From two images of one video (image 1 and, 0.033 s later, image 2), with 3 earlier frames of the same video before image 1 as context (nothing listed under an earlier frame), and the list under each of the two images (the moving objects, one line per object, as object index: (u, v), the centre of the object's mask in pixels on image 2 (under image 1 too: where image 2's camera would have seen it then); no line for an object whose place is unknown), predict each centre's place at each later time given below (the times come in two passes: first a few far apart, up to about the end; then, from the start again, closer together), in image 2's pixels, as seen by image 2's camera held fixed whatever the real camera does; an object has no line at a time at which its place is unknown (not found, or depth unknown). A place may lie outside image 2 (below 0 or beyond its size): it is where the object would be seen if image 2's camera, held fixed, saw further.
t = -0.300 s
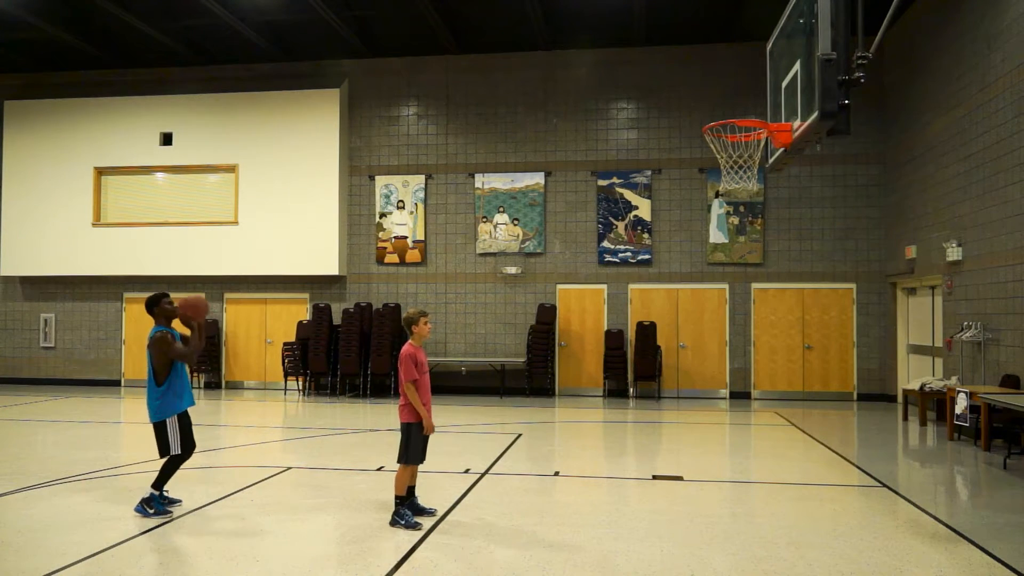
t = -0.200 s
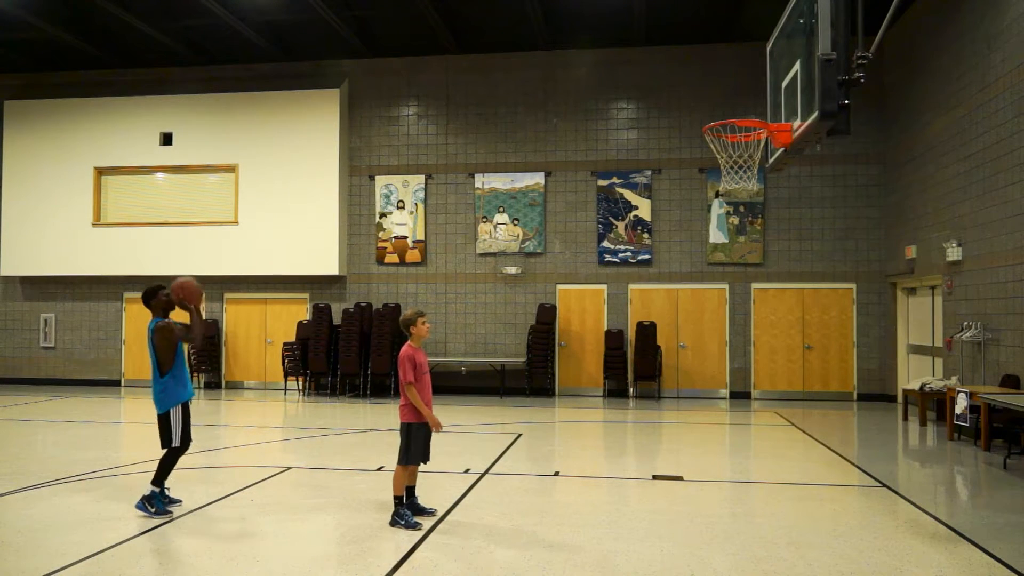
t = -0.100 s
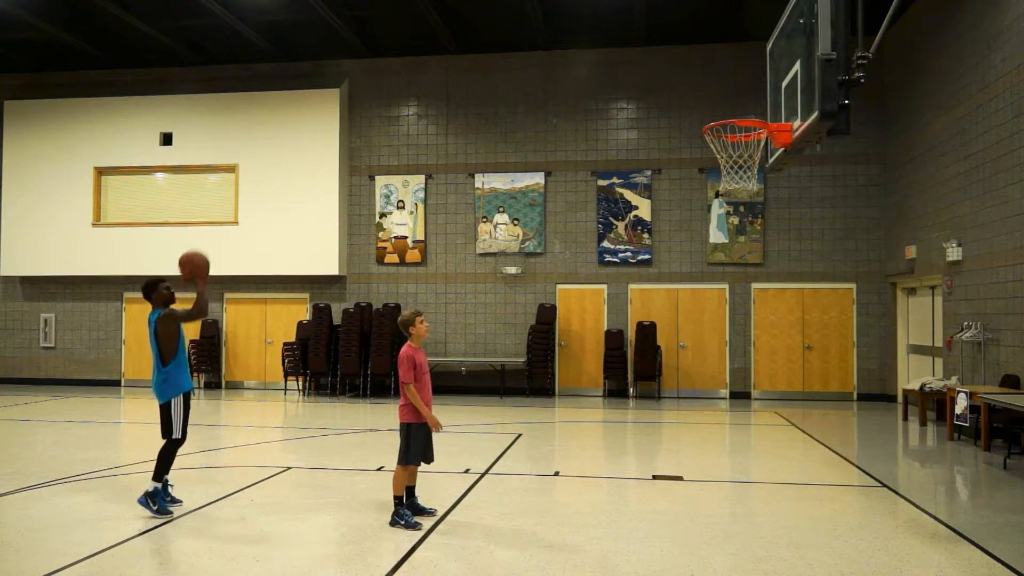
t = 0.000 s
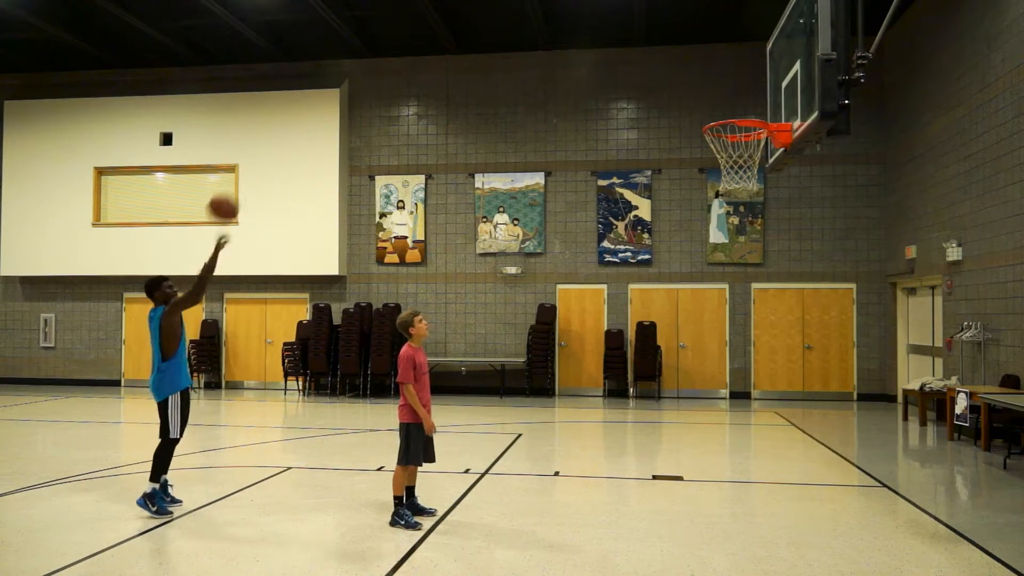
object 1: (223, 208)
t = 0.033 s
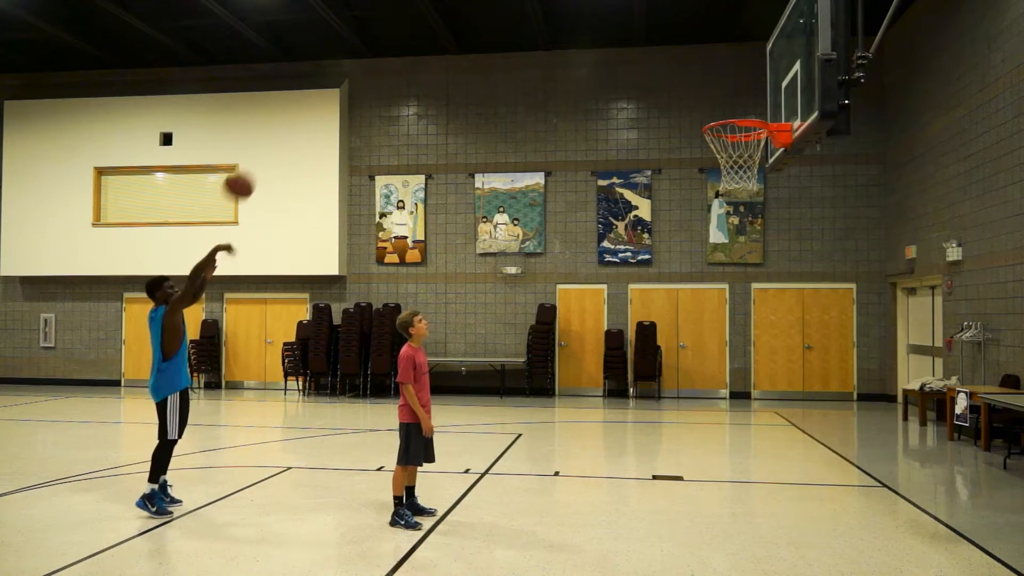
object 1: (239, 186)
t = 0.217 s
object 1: (327, 83)
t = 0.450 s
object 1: (438, 13)
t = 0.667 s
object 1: (543, 9)
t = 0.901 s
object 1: (658, 58)
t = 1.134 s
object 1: (765, 167)
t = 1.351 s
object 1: (806, 249)
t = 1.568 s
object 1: (852, 403)
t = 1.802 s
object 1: (877, 464)
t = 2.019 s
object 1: (869, 365)
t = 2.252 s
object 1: (861, 330)
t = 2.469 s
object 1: (853, 367)
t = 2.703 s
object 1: (844, 491)
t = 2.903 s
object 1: (836, 492)
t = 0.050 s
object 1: (247, 175)
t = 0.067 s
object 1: (255, 164)
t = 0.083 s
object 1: (263, 155)
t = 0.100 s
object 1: (271, 144)
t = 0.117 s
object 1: (279, 135)
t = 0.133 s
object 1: (287, 125)
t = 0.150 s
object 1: (295, 117)
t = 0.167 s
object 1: (303, 108)
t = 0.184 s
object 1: (311, 99)
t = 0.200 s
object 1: (319, 91)
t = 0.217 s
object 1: (327, 83)
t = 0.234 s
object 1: (335, 76)
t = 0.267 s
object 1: (351, 63)
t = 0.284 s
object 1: (358, 58)
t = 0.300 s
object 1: (367, 51)
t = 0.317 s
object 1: (375, 45)
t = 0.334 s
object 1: (383, 40)
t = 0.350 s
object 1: (390, 35)
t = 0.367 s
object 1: (398, 31)
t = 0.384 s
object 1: (407, 26)
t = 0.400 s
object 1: (415, 22)
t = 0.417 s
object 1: (423, 18)
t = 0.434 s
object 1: (431, 15)
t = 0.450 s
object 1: (438, 13)
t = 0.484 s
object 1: (455, 10)
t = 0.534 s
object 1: (478, 8)
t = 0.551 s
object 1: (486, 7)
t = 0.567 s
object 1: (494, 7)
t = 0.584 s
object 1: (502, 7)
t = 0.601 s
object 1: (511, 7)
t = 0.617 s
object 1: (519, 7)
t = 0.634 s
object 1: (527, 8)
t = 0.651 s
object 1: (535, 8)
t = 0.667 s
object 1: (543, 9)
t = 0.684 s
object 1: (552, 9)
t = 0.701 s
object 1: (560, 11)
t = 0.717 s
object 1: (568, 12)
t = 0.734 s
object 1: (576, 13)
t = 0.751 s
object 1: (584, 15)
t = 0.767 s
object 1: (592, 18)
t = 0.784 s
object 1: (601, 22)
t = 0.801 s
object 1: (609, 26)
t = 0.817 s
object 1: (617, 30)
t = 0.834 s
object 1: (625, 35)
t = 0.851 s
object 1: (633, 40)
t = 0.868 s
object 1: (641, 46)
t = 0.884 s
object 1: (650, 51)
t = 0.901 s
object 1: (658, 58)
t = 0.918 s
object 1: (666, 64)
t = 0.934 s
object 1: (675, 71)
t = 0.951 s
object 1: (684, 79)
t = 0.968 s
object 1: (691, 86)
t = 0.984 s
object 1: (700, 94)
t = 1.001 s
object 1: (708, 103)
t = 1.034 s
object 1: (723, 113)
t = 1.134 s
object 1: (765, 167)
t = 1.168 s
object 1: (772, 176)
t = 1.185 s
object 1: (775, 181)
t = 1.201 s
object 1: (778, 186)
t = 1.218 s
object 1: (781, 192)
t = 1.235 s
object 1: (784, 197)
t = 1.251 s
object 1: (787, 204)
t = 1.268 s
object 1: (790, 210)
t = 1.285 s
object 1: (793, 217)
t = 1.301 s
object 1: (796, 224)
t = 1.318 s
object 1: (800, 233)
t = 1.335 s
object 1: (803, 241)
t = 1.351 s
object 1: (806, 249)
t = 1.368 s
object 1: (810, 258)
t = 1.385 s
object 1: (814, 268)
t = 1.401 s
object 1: (816, 278)
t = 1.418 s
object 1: (819, 288)
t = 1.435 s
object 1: (824, 299)
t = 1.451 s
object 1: (827, 310)
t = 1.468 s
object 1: (830, 322)
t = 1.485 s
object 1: (833, 334)
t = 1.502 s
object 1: (837, 346)
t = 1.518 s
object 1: (840, 359)
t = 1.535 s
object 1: (845, 374)
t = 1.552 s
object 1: (848, 388)
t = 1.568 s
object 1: (852, 403)
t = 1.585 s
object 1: (855, 416)
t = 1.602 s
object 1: (858, 430)
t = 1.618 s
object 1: (862, 444)
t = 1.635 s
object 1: (865, 461)
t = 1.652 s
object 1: (869, 479)
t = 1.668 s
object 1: (873, 496)
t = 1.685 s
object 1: (877, 511)
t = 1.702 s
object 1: (879, 528)
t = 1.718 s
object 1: (879, 518)
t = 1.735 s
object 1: (878, 506)
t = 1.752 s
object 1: (878, 496)
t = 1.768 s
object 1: (878, 485)
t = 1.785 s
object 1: (877, 473)
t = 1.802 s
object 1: (877, 464)
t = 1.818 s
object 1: (876, 454)
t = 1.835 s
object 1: (875, 445)
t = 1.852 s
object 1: (875, 437)
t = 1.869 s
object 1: (874, 427)
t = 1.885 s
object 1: (873, 419)
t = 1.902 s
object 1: (872, 411)
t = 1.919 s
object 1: (872, 403)
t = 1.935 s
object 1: (870, 396)
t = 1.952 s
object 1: (870, 389)
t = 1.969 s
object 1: (870, 385)
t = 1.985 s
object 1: (869, 377)
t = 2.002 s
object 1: (869, 370)
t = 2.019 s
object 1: (869, 365)
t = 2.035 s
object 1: (868, 360)
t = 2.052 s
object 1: (867, 356)
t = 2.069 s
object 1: (867, 351)
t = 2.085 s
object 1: (867, 347)
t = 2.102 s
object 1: (866, 344)
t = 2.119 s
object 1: (866, 341)
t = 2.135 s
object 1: (865, 339)
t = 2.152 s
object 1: (865, 336)
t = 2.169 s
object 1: (864, 334)
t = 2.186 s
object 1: (863, 331)
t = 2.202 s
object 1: (862, 330)
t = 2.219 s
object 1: (861, 330)
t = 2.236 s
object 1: (861, 330)
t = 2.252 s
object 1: (861, 330)
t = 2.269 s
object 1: (860, 330)
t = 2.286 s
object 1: (860, 330)
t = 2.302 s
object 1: (859, 332)
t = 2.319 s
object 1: (858, 333)
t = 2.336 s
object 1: (857, 335)
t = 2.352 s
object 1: (857, 338)
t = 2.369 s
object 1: (856, 341)
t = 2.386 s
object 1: (856, 344)
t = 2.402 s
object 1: (855, 348)
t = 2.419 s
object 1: (855, 352)
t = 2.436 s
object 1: (854, 357)
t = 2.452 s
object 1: (853, 361)
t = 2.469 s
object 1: (853, 367)
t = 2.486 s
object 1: (852, 373)
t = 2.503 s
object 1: (852, 378)
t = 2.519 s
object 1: (852, 386)
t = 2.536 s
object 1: (851, 393)
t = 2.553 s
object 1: (850, 401)
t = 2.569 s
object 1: (849, 409)
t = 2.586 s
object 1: (848, 417)
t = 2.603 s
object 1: (849, 427)
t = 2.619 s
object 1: (848, 435)
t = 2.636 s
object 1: (847, 446)
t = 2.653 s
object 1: (846, 456)
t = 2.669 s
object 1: (846, 468)
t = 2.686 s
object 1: (845, 479)
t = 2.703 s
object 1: (844, 491)
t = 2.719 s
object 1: (844, 504)
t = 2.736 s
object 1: (844, 516)
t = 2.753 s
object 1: (843, 529)
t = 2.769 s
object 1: (842, 542)
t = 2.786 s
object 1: (842, 552)
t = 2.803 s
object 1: (841, 541)
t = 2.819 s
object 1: (840, 532)
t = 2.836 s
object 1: (839, 523)
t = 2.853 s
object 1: (838, 515)
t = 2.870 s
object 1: (838, 507)
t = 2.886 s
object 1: (837, 499)
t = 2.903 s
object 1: (836, 492)
